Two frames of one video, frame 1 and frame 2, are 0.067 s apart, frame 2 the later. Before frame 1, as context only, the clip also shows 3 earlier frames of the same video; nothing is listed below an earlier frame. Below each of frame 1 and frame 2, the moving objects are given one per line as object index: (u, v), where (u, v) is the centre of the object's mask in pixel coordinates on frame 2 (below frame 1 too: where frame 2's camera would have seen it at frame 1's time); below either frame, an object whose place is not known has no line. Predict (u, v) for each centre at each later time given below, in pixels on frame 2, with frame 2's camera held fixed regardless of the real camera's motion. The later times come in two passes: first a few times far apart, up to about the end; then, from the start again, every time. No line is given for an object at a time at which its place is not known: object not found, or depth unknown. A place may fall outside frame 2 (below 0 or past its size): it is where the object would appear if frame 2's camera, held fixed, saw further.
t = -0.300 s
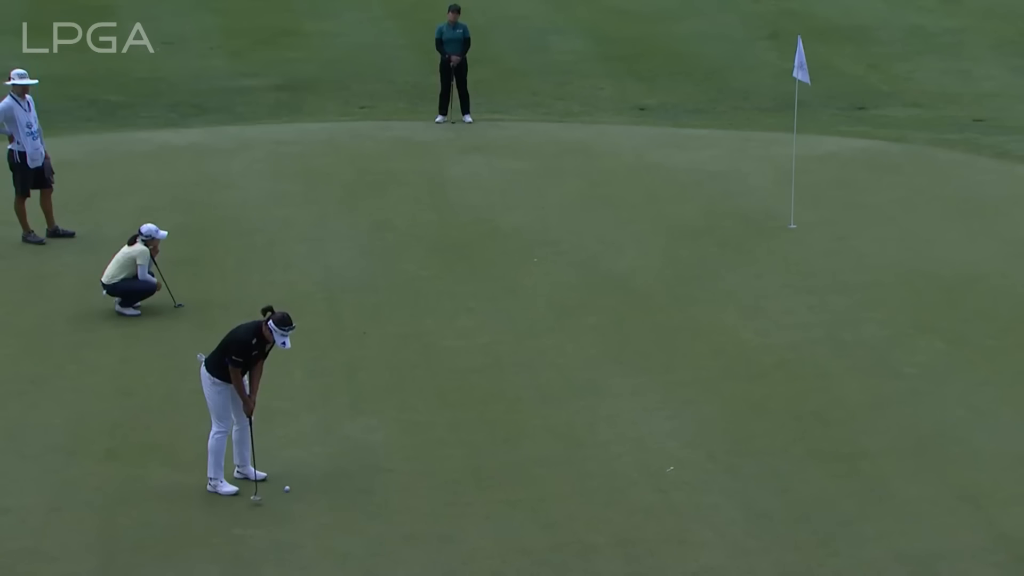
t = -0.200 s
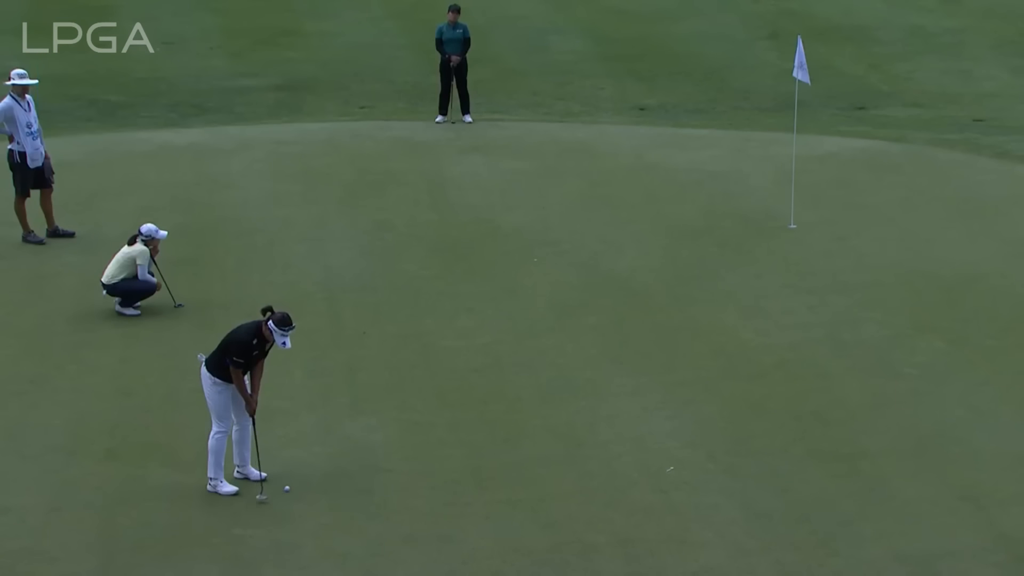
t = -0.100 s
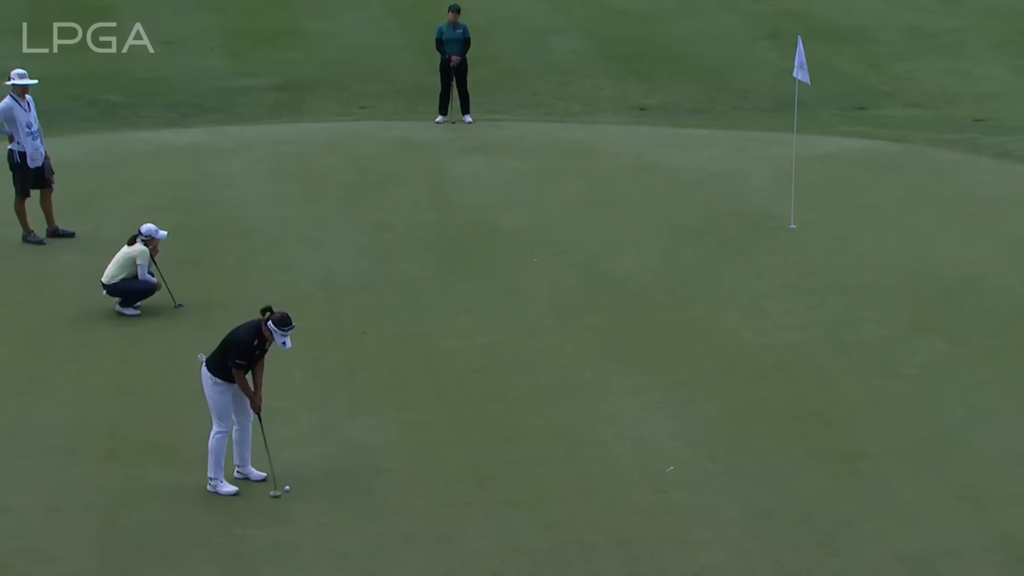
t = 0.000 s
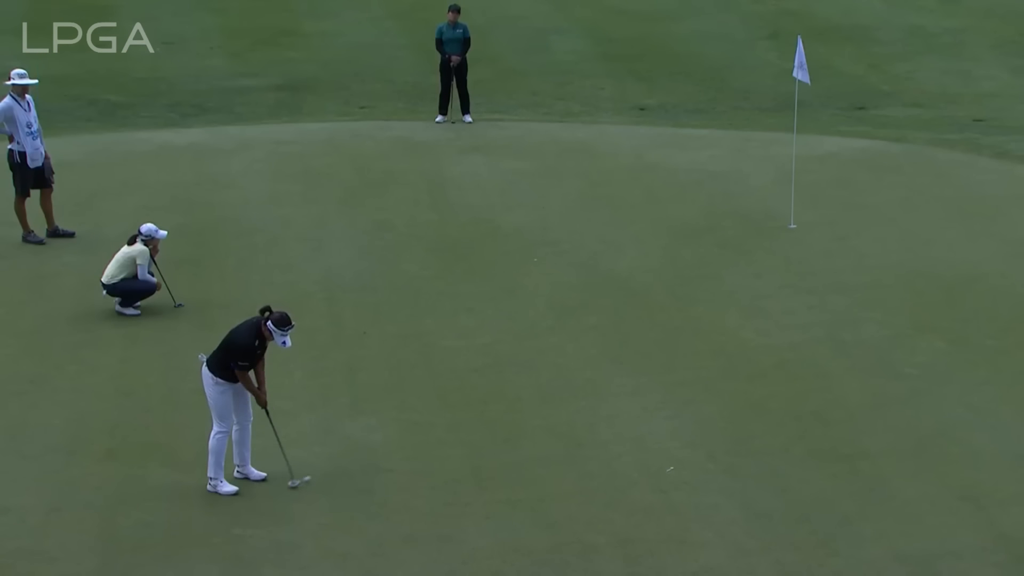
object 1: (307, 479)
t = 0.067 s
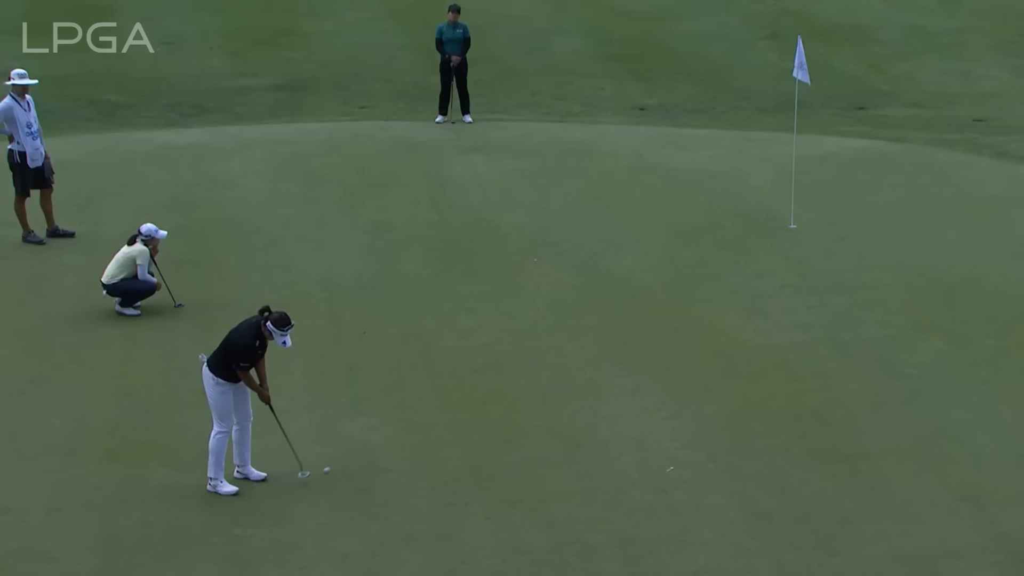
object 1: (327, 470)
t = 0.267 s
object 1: (373, 448)
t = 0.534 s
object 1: (426, 423)
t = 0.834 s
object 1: (480, 396)
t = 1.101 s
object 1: (522, 375)
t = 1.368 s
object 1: (559, 356)
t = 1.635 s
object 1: (593, 338)
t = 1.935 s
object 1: (627, 320)
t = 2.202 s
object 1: (652, 305)
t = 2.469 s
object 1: (675, 292)
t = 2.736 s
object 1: (695, 280)
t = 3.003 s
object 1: (712, 270)
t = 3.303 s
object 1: (730, 260)
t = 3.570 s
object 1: (743, 252)
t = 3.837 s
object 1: (755, 245)
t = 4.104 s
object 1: (766, 238)
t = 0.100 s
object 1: (335, 466)
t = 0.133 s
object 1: (343, 462)
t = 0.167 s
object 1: (351, 459)
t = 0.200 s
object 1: (359, 455)
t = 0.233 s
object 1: (366, 452)
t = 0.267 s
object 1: (373, 448)
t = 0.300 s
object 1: (380, 445)
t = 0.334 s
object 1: (387, 442)
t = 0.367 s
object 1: (394, 438)
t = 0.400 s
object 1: (401, 435)
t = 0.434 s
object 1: (407, 432)
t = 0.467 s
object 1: (413, 429)
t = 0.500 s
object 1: (420, 426)
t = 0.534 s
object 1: (426, 423)
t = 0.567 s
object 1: (433, 420)
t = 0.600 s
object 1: (439, 417)
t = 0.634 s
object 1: (445, 414)
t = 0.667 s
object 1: (451, 411)
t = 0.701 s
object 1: (457, 408)
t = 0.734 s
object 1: (463, 405)
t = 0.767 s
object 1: (469, 402)
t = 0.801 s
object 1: (474, 399)
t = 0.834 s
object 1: (480, 396)
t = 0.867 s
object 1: (485, 394)
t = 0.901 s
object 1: (491, 391)
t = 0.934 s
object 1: (496, 388)
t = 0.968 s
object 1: (501, 386)
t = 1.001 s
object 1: (507, 383)
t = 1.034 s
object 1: (512, 380)
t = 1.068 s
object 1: (517, 378)
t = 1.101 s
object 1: (522, 375)
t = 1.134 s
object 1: (527, 373)
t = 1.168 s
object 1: (532, 370)
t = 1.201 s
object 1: (537, 368)
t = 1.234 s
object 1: (541, 365)
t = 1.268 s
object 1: (546, 363)
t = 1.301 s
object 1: (551, 360)
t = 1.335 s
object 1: (555, 358)
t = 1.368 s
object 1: (559, 356)
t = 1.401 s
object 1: (564, 353)
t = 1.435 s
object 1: (568, 351)
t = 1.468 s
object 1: (573, 349)
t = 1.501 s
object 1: (577, 347)
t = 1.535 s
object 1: (581, 344)
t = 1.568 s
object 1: (585, 342)
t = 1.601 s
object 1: (589, 340)
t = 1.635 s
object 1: (593, 338)
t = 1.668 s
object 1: (597, 336)
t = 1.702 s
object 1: (601, 334)
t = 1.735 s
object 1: (605, 332)
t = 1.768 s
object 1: (609, 330)
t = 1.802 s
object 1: (612, 328)
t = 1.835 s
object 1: (616, 326)
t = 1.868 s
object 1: (620, 323)
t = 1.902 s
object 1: (623, 321)
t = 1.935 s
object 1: (627, 320)
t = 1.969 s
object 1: (630, 318)
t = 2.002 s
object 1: (633, 316)
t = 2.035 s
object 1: (636, 314)
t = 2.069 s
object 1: (639, 312)
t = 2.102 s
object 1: (643, 310)
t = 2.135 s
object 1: (646, 308)
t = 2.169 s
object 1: (649, 307)
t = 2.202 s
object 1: (652, 305)
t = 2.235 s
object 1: (655, 303)
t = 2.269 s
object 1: (658, 302)
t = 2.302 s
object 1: (661, 300)
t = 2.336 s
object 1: (663, 298)
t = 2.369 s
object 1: (666, 297)
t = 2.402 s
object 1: (669, 295)
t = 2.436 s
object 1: (672, 294)
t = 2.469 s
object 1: (675, 292)
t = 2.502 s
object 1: (677, 290)
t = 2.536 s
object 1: (680, 289)
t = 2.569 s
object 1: (682, 287)
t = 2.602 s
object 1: (685, 286)
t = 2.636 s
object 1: (688, 284)
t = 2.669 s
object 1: (690, 283)
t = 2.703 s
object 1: (692, 282)
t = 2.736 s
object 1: (695, 280)
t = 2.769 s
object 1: (697, 279)
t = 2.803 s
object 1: (699, 277)
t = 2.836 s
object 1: (701, 276)
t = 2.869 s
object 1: (704, 275)
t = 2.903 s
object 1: (706, 274)
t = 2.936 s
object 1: (708, 272)
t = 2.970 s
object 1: (710, 271)
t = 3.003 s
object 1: (712, 270)
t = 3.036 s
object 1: (714, 269)
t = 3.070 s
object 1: (716, 268)
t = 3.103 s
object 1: (718, 266)
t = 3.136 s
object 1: (720, 265)
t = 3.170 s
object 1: (722, 264)
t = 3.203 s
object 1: (724, 263)
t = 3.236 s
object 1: (726, 262)
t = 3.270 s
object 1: (728, 261)
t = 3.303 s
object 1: (730, 260)
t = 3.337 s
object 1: (732, 259)
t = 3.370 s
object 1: (733, 258)
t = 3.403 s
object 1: (735, 257)
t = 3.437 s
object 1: (737, 256)
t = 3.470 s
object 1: (738, 255)
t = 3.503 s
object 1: (740, 253)
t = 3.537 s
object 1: (742, 252)
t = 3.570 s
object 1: (743, 252)
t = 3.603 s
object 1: (745, 251)
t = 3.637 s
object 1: (747, 250)
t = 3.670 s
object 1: (748, 249)
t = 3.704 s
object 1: (750, 248)
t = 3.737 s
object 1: (751, 247)
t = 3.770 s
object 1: (753, 246)
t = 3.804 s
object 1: (754, 245)
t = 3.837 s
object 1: (755, 245)
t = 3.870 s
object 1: (757, 244)
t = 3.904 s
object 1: (758, 243)
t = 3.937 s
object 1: (759, 242)
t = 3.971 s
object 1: (761, 241)
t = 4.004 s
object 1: (762, 240)
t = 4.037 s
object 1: (764, 240)
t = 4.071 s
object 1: (765, 238)
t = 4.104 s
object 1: (766, 238)
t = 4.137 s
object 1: (767, 237)
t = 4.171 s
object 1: (768, 236)
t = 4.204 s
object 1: (770, 236)
